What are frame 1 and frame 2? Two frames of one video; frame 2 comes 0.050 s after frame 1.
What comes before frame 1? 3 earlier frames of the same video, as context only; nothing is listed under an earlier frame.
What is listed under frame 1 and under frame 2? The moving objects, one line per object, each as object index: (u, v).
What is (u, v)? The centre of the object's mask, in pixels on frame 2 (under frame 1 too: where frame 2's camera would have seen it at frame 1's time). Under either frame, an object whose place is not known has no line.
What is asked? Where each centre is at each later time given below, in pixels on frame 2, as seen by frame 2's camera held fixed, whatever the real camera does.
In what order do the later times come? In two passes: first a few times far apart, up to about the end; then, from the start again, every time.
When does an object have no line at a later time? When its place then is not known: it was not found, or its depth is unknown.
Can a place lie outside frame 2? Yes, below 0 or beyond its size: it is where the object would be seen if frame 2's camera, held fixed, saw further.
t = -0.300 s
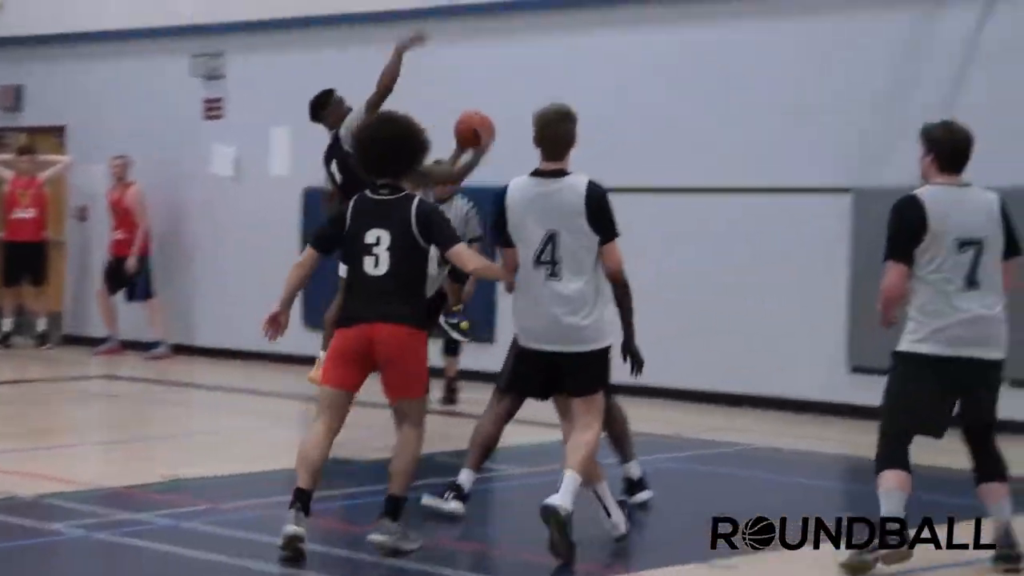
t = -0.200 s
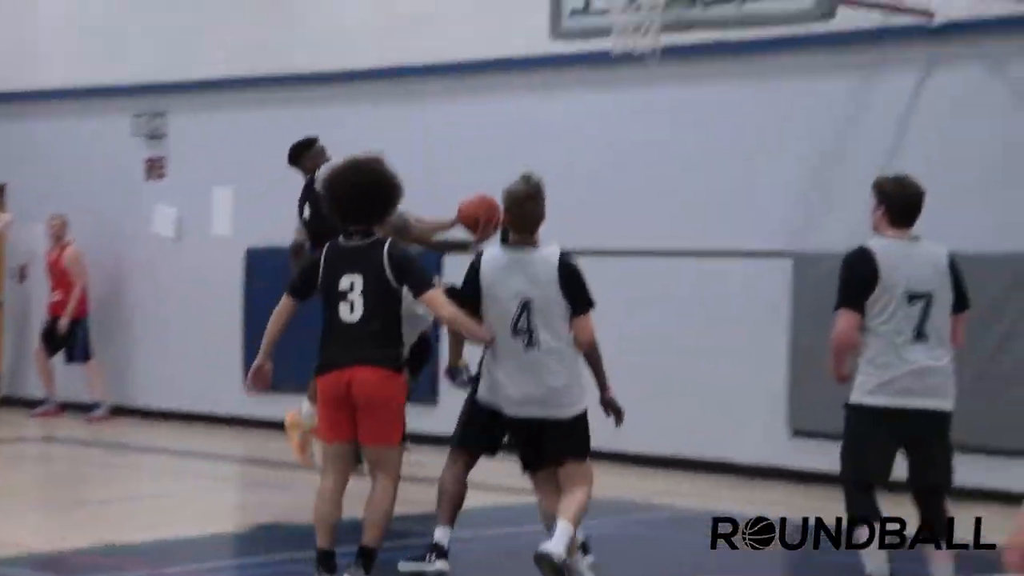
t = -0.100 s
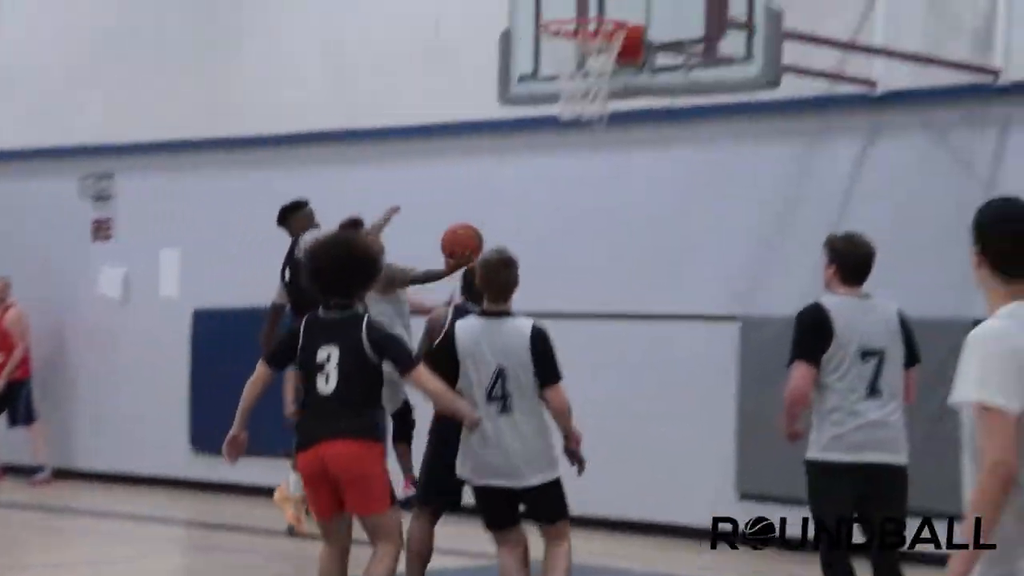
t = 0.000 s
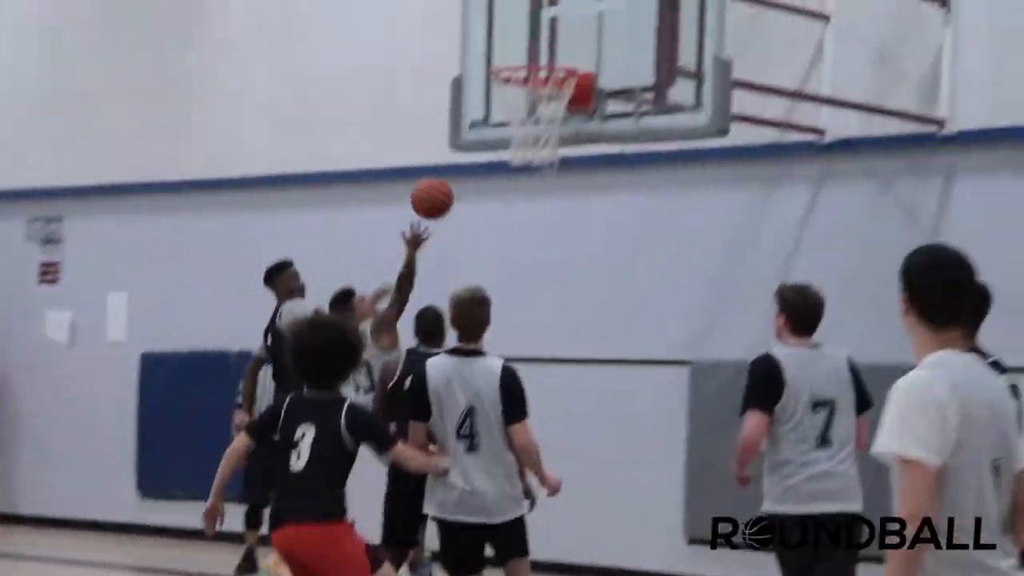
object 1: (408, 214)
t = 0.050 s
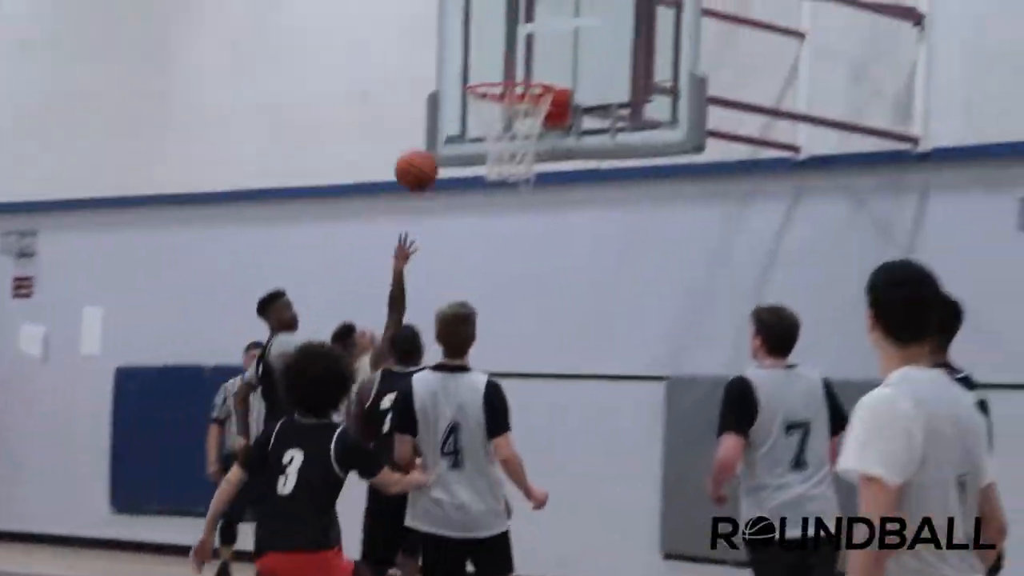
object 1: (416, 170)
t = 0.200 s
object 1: (440, 66)
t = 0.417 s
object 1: (470, -17)
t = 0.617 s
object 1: (498, -20)
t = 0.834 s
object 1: (525, 57)
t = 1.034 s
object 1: (487, 139)
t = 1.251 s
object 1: (487, 153)
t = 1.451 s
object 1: (510, 210)
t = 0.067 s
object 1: (419, 157)
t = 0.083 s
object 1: (421, 144)
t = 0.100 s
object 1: (424, 131)
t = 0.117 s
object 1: (427, 119)
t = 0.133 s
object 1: (430, 107)
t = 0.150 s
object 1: (432, 96)
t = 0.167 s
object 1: (435, 85)
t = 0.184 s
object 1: (437, 75)
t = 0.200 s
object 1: (440, 66)
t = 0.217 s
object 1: (442, 57)
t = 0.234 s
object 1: (445, 48)
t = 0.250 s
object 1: (446, 39)
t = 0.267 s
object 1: (449, 32)
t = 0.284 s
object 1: (452, 25)
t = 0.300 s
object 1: (454, 18)
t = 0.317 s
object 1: (456, 11)
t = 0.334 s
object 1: (459, 5)
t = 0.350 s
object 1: (461, 0)
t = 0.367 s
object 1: (463, -5)
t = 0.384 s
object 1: (466, -10)
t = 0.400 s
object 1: (468, -14)
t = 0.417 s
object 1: (470, -17)
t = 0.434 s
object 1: (473, -19)
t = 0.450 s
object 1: (475, -21)
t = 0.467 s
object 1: (477, -22)
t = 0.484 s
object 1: (479, -23)
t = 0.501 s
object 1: (482, -24)
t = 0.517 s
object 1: (484, -24)
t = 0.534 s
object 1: (486, -24)
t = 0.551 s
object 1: (487, -23)
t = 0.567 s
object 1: (489, -23)
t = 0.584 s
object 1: (493, -22)
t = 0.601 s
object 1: (495, -21)
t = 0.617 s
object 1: (498, -20)
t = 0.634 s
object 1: (499, -18)
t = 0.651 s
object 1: (501, -15)
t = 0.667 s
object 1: (503, -11)
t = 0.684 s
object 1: (505, -6)
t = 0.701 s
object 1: (507, -1)
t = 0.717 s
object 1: (509, 4)
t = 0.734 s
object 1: (512, 10)
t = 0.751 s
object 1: (515, 16)
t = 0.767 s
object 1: (517, 24)
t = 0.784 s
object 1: (519, 31)
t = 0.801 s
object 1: (521, 40)
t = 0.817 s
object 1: (523, 48)
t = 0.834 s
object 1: (525, 57)
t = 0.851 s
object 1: (527, 65)
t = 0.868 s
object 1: (530, 71)
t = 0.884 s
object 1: (531, 75)
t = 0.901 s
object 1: (525, 82)
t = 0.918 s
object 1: (521, 96)
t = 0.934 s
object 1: (513, 105)
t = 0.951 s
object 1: (510, 109)
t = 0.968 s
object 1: (504, 116)
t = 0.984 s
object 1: (499, 122)
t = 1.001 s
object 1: (495, 130)
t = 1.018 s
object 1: (491, 135)
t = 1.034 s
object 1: (487, 139)
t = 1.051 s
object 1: (485, 141)
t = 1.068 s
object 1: (483, 142)
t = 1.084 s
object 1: (482, 141)
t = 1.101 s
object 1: (482, 142)
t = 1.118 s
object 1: (481, 143)
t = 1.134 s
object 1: (481, 144)
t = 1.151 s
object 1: (481, 145)
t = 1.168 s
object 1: (481, 145)
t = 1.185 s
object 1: (482, 146)
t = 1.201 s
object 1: (483, 148)
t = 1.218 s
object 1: (484, 149)
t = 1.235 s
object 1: (486, 151)
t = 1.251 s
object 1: (487, 153)
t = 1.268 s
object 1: (489, 155)
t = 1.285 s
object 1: (490, 157)
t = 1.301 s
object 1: (492, 160)
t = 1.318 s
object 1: (495, 164)
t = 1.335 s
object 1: (496, 168)
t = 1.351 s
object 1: (497, 172)
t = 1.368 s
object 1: (499, 176)
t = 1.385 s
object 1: (502, 187)
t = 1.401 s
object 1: (504, 190)
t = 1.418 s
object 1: (506, 195)
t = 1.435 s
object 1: (508, 203)
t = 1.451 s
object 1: (510, 210)
